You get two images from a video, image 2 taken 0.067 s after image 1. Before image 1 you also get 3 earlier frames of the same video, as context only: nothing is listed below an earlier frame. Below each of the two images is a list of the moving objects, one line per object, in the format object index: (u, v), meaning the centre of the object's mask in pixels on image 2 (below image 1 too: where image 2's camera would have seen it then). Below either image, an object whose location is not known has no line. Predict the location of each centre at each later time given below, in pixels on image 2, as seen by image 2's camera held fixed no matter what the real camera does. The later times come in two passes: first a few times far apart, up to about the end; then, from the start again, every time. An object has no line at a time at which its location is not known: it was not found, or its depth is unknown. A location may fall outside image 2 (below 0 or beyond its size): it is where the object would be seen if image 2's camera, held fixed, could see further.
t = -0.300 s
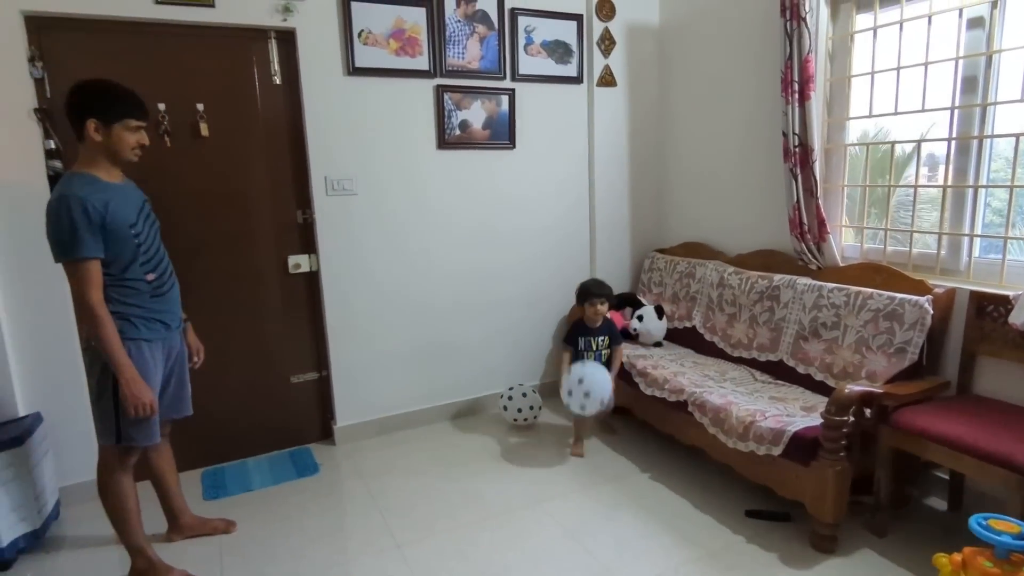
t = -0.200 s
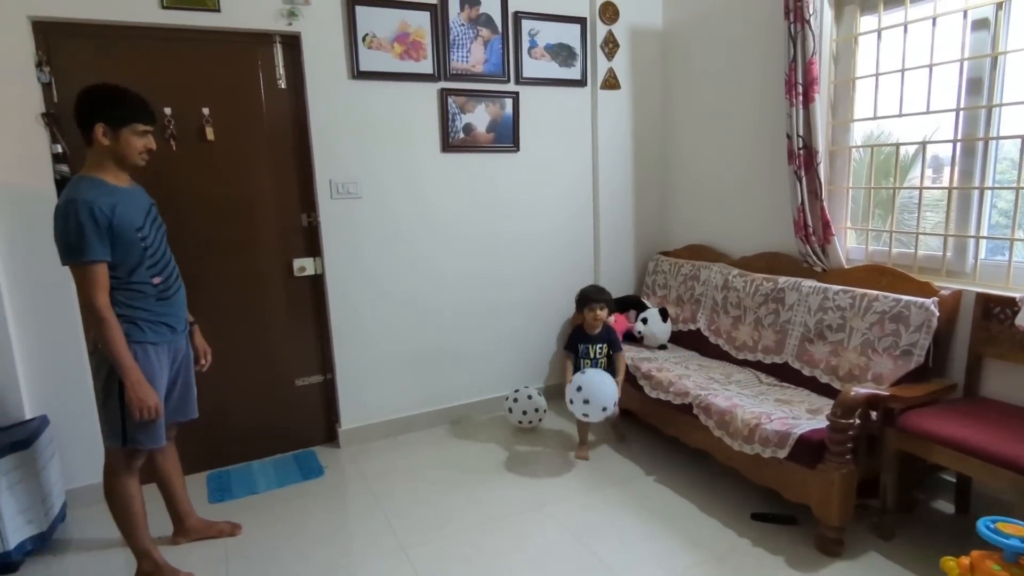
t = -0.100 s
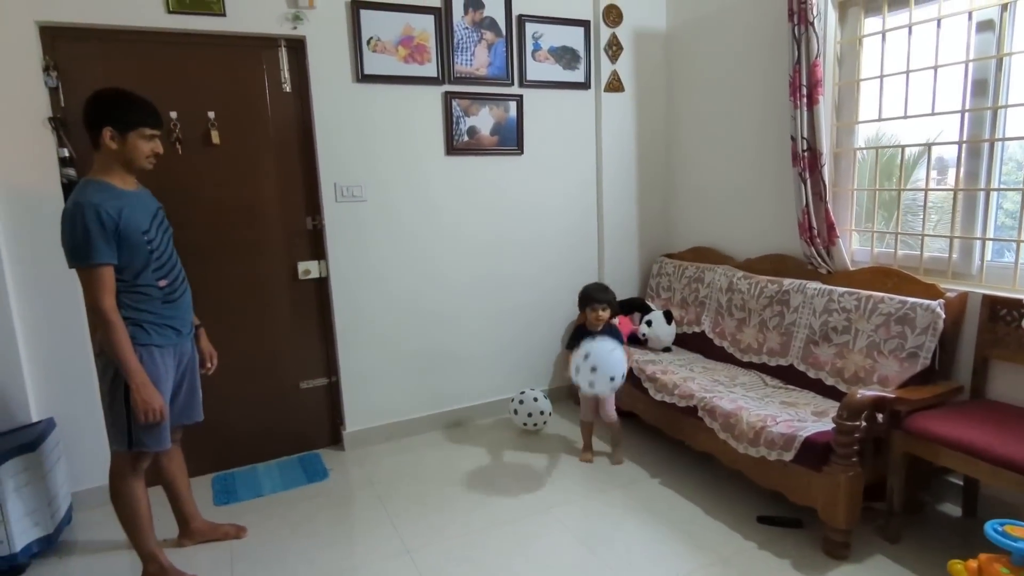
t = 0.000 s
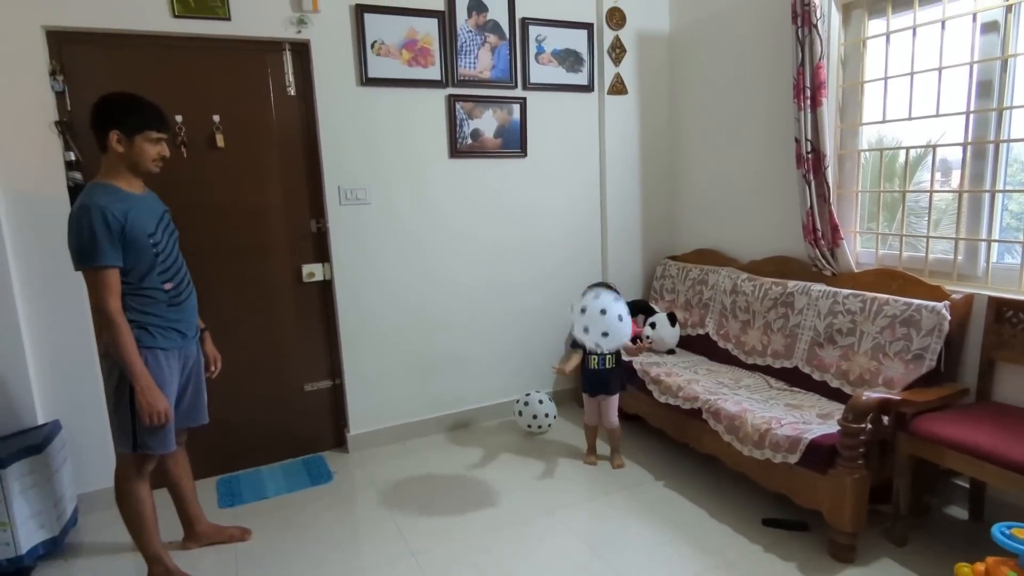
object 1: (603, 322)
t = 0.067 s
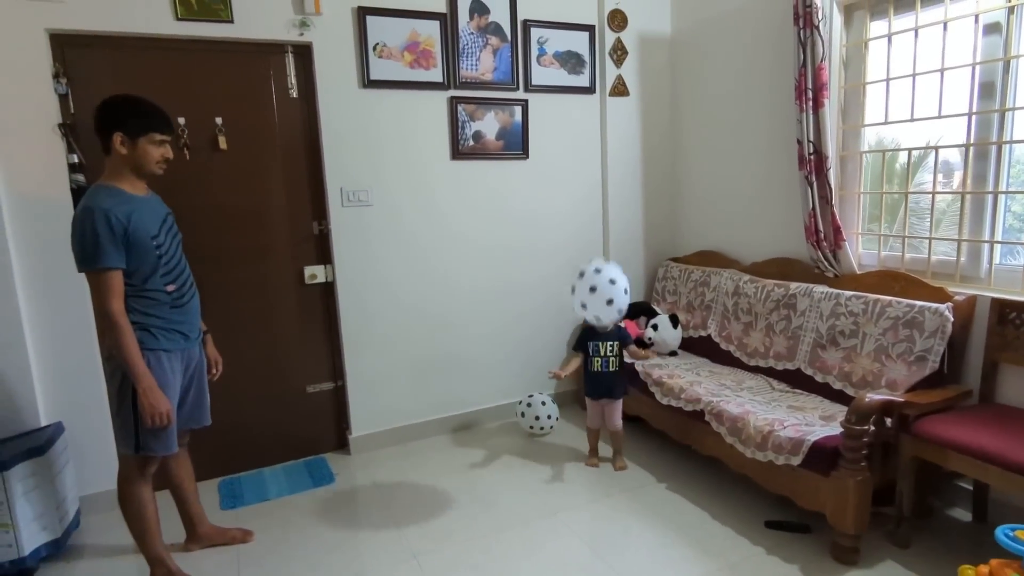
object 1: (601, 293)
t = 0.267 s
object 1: (589, 218)
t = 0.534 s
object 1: (573, 171)
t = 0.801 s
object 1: (562, 172)
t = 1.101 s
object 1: (548, 230)
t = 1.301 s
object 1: (539, 294)
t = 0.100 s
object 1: (599, 277)
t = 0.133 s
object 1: (596, 264)
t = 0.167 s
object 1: (594, 251)
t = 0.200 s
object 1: (593, 240)
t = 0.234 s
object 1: (591, 228)
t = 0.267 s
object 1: (589, 218)
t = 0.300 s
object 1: (587, 210)
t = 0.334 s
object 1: (585, 202)
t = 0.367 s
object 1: (583, 194)
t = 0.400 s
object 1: (580, 188)
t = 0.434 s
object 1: (579, 182)
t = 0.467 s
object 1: (577, 178)
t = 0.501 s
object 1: (575, 175)
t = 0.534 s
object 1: (573, 171)
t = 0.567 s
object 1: (571, 169)
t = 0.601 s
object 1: (570, 167)
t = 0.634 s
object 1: (569, 166)
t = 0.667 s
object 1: (567, 165)
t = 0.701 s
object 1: (566, 166)
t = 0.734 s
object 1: (565, 168)
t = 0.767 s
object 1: (563, 169)
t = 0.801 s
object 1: (562, 172)
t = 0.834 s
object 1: (561, 175)
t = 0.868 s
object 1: (559, 180)
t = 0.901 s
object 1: (558, 184)
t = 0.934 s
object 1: (556, 190)
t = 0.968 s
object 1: (554, 197)
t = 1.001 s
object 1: (553, 204)
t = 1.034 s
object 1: (551, 212)
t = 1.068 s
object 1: (549, 220)
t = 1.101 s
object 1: (548, 230)
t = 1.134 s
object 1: (546, 239)
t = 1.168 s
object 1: (544, 249)
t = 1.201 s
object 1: (543, 260)
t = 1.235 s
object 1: (542, 271)
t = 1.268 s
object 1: (540, 282)
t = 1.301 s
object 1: (539, 294)
